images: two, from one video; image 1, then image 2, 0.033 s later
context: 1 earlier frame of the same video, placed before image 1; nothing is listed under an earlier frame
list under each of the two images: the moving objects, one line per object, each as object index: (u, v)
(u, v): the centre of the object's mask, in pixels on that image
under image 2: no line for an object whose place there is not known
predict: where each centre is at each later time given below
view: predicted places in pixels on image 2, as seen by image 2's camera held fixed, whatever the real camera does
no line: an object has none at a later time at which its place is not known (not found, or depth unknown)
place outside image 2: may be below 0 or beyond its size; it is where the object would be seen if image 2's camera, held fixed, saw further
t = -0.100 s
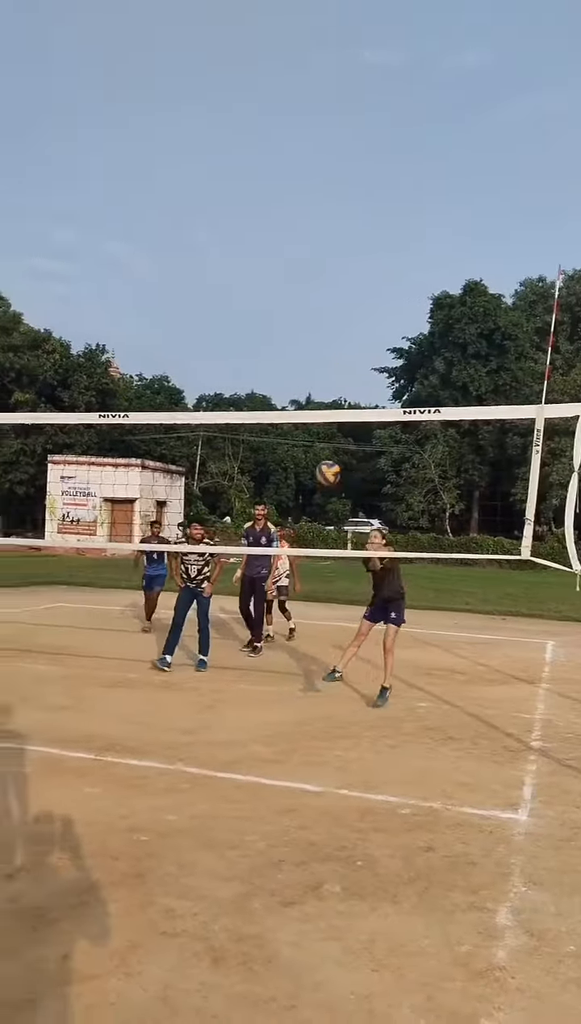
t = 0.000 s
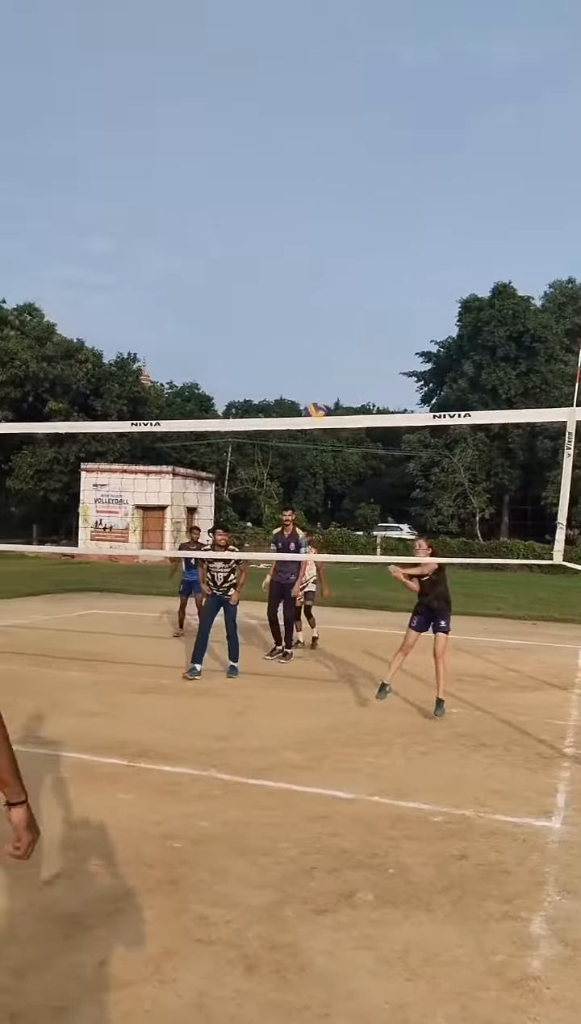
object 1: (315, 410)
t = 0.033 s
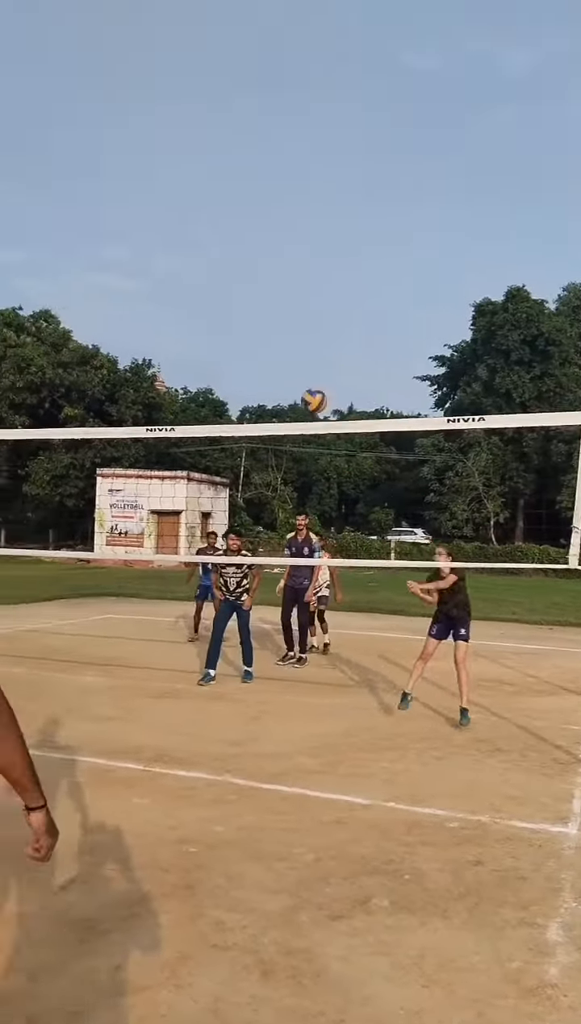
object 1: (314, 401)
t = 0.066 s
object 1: (302, 392)
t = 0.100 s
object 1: (297, 380)
